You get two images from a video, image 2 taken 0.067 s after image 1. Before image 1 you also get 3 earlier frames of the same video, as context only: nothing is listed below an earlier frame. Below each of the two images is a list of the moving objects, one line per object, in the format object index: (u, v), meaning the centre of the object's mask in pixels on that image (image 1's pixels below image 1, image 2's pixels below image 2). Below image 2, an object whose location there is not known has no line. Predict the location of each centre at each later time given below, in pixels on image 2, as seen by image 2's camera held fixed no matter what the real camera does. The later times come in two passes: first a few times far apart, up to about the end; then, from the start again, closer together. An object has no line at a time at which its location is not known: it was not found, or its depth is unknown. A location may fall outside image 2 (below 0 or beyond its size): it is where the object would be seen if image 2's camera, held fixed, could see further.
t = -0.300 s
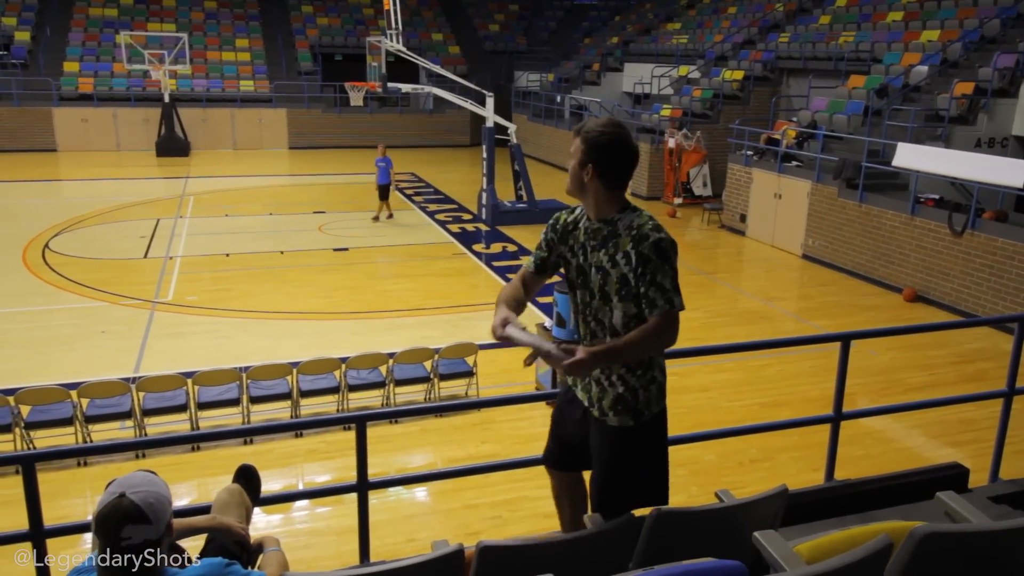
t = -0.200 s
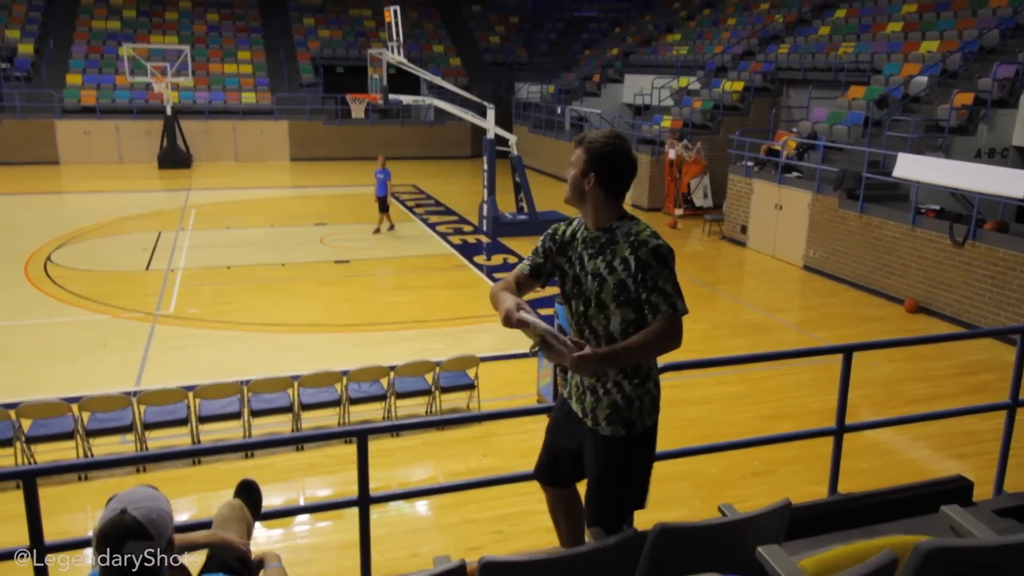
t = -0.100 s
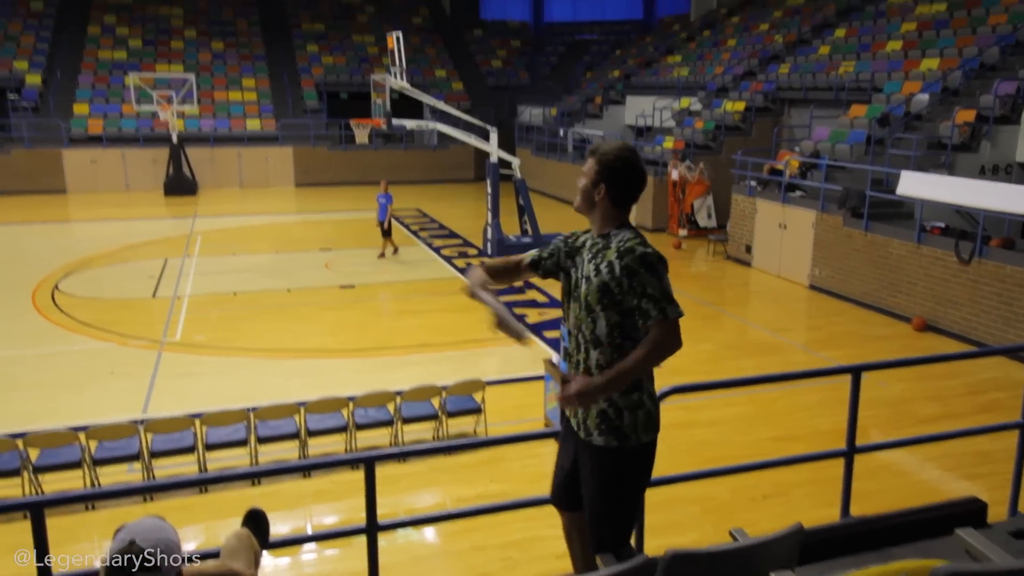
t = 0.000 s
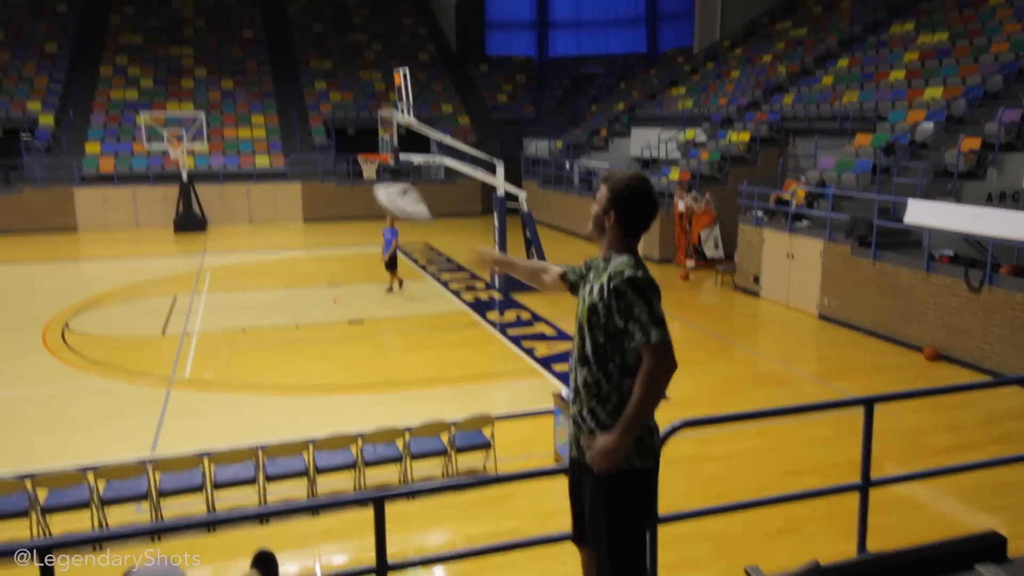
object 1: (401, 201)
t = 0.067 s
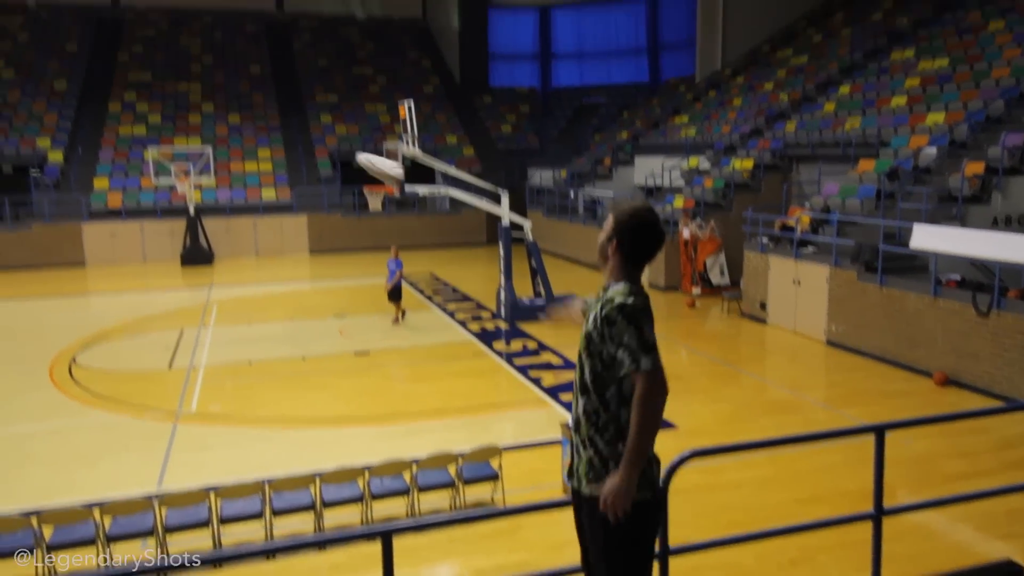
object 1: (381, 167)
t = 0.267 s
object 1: (343, 82)
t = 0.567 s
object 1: (338, 60)
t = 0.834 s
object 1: (348, 70)
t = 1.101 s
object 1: (362, 92)
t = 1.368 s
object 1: (374, 117)
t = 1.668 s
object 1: (381, 150)
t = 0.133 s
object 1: (362, 124)
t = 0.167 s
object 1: (356, 110)
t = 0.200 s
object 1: (351, 99)
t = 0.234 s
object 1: (347, 89)
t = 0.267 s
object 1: (343, 82)
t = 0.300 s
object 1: (342, 77)
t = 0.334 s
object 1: (339, 71)
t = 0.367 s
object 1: (337, 68)
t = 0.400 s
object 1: (338, 65)
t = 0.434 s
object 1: (337, 63)
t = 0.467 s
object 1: (337, 61)
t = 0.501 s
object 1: (337, 60)
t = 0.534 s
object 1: (339, 60)
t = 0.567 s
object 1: (338, 60)
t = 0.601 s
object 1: (340, 60)
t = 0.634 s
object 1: (340, 60)
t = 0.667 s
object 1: (343, 62)
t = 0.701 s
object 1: (342, 63)
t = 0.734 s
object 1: (344, 64)
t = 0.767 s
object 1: (345, 66)
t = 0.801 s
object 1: (348, 68)
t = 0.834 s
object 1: (348, 70)
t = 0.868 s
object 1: (350, 72)
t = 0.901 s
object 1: (352, 74)
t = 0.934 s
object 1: (354, 77)
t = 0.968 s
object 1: (355, 80)
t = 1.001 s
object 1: (357, 83)
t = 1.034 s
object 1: (358, 85)
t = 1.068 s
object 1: (361, 88)
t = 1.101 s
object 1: (362, 92)
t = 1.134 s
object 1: (363, 94)
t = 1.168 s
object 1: (365, 97)
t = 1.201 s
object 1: (366, 100)
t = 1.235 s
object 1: (368, 104)
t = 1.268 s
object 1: (369, 107)
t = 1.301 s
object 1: (370, 110)
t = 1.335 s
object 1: (371, 113)
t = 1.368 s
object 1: (374, 117)
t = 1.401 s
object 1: (374, 120)
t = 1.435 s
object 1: (375, 123)
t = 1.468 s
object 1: (376, 127)
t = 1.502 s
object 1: (377, 131)
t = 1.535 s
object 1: (379, 135)
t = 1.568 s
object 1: (379, 138)
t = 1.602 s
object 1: (380, 142)
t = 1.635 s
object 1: (380, 146)
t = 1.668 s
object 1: (381, 150)
